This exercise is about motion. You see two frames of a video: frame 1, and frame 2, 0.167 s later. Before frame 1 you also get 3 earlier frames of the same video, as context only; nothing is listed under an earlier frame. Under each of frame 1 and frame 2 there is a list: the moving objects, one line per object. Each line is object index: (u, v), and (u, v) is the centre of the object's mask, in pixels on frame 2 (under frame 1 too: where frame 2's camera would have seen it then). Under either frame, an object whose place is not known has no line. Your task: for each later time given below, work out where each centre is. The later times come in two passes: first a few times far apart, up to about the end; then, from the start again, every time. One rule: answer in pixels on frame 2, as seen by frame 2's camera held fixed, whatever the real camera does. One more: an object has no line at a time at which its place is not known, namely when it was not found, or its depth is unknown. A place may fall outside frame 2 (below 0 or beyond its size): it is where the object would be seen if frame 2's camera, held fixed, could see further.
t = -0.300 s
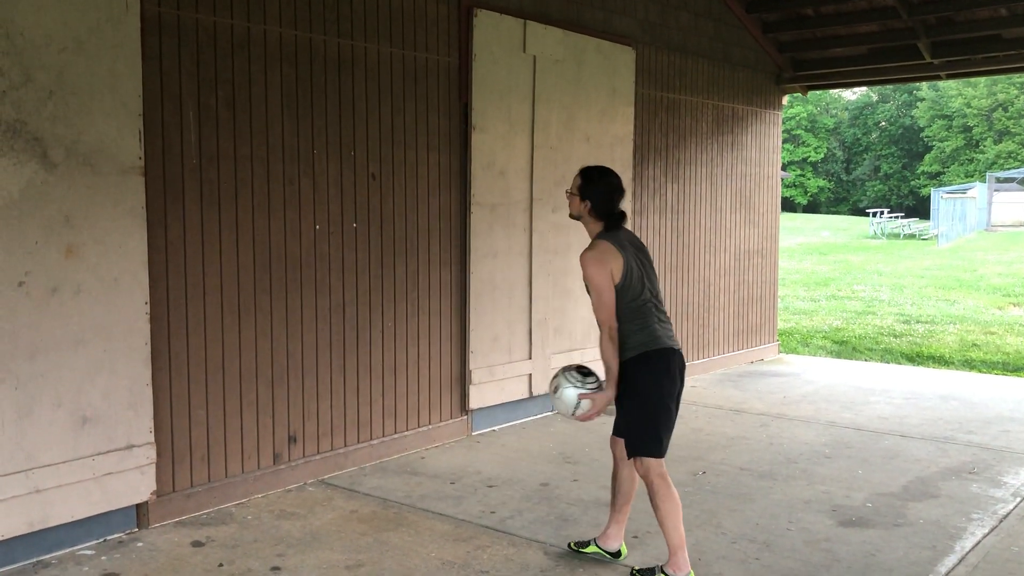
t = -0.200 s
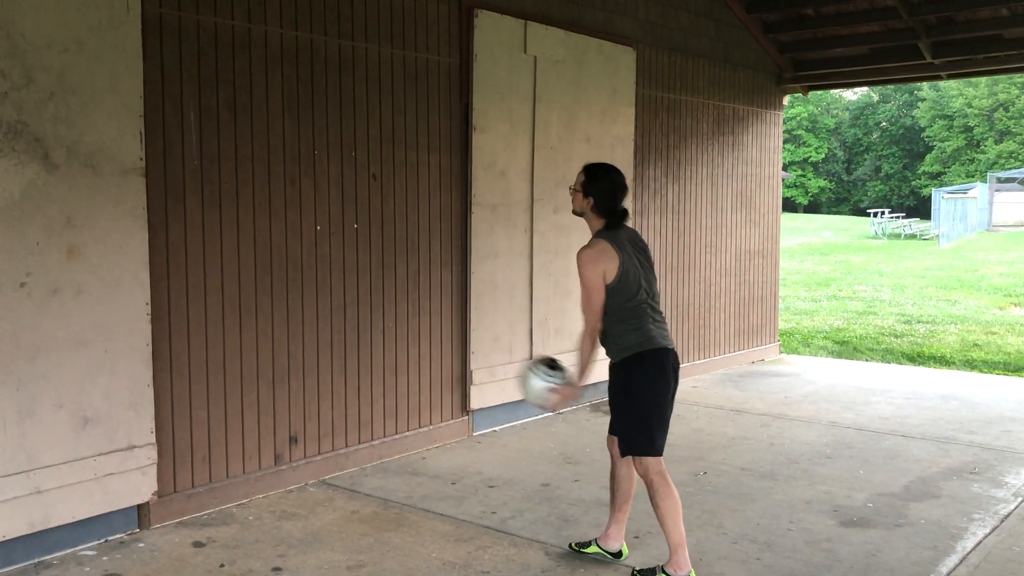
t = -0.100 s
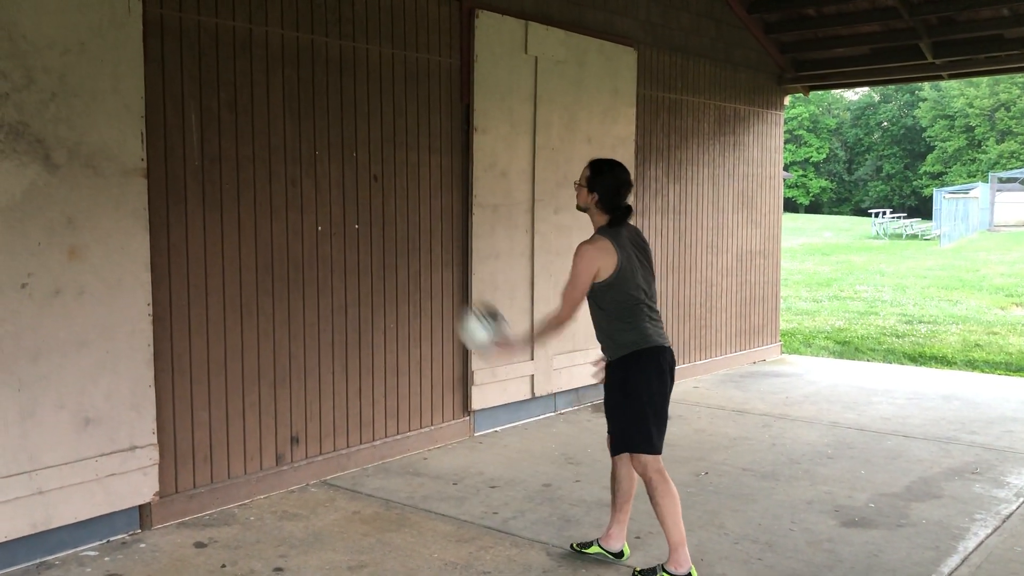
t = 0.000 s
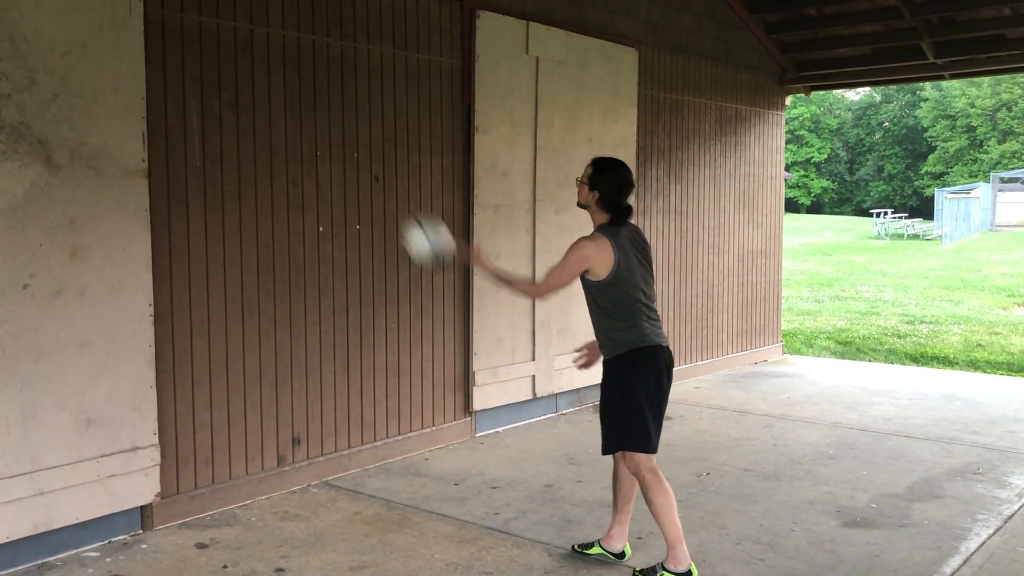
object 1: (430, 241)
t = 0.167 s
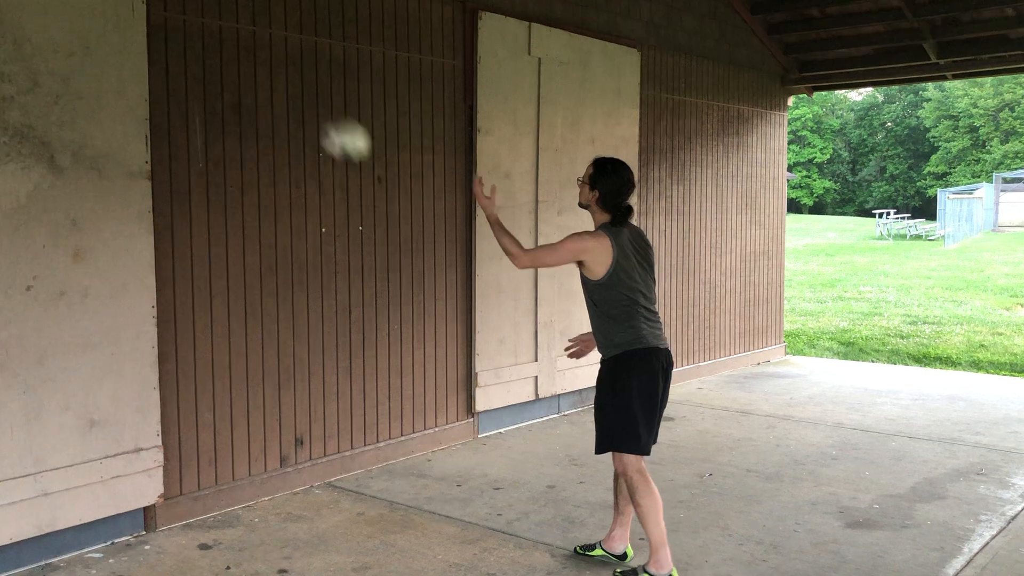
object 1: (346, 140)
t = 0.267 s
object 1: (302, 113)
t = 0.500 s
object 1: (365, 81)
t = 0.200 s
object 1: (331, 128)
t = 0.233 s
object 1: (316, 119)
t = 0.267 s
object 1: (302, 113)
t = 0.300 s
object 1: (295, 105)
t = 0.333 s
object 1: (307, 96)
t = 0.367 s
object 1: (319, 88)
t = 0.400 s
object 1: (329, 82)
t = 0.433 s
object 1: (341, 80)
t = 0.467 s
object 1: (353, 80)
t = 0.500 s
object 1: (365, 81)
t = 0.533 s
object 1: (377, 85)
